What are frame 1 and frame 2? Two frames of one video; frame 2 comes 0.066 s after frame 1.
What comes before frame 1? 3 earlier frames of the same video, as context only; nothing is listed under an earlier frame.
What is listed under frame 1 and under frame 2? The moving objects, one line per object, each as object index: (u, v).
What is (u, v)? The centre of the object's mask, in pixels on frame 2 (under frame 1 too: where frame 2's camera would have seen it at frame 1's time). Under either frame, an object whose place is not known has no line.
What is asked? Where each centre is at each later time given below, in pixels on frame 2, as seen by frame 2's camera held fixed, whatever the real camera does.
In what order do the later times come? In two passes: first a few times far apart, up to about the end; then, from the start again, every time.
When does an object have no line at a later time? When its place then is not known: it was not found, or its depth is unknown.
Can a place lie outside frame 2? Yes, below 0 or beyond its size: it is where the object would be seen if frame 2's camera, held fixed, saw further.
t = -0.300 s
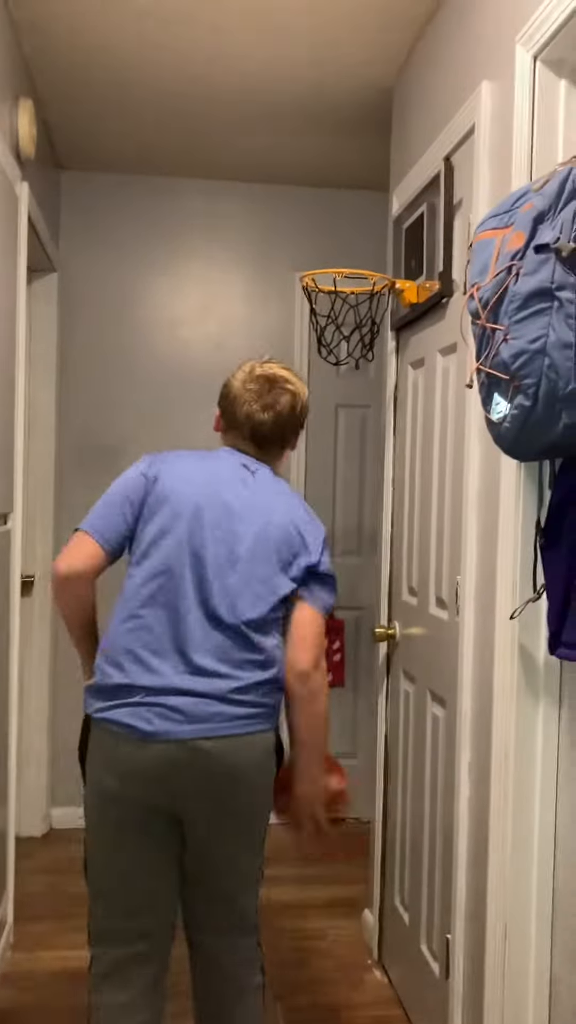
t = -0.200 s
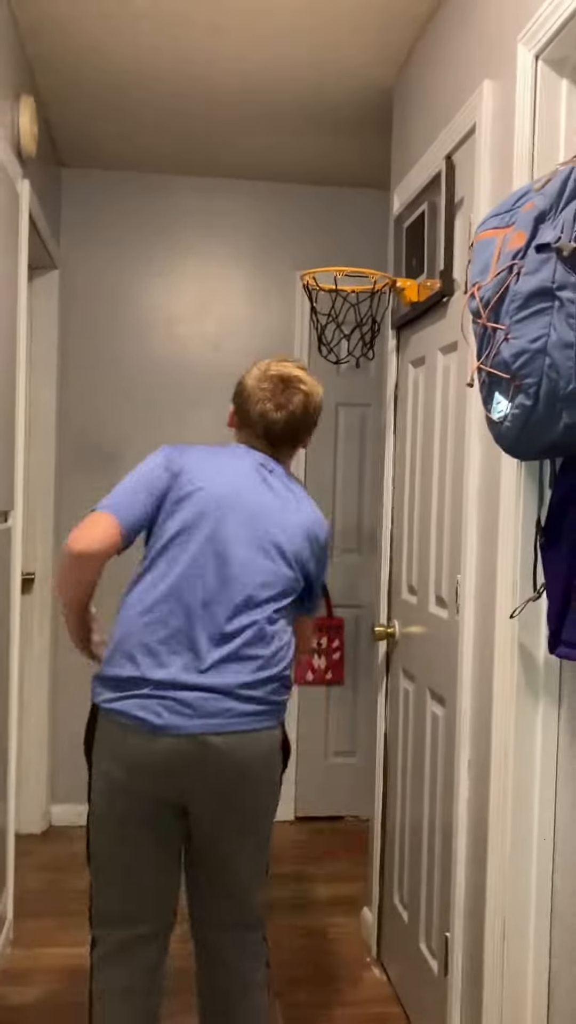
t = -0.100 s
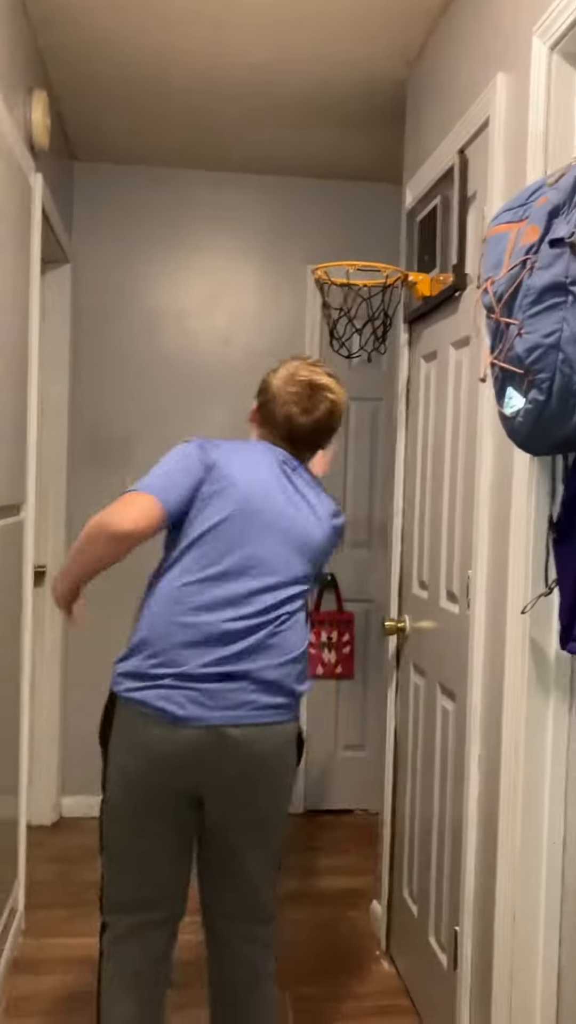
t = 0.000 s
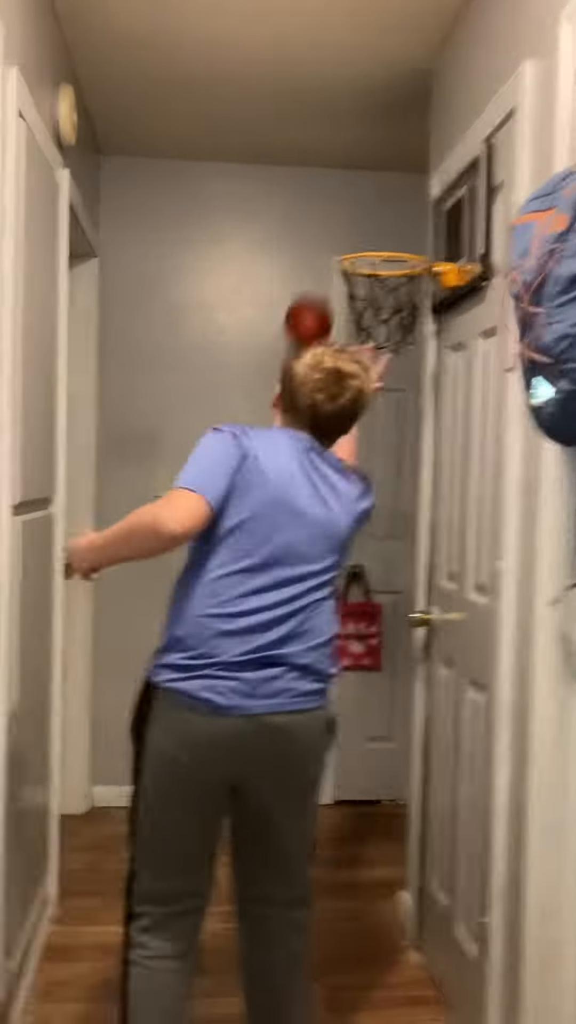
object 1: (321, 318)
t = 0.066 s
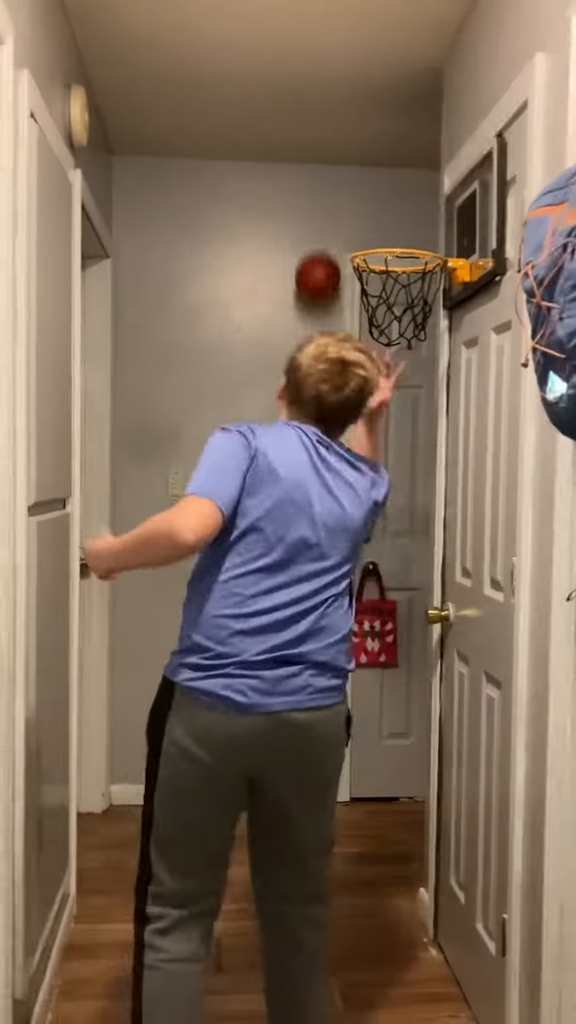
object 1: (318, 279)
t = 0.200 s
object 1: (343, 201)
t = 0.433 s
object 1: (420, 151)
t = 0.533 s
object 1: (429, 163)
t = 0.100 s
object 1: (317, 264)
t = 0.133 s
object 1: (324, 243)
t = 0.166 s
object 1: (334, 219)
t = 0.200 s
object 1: (343, 201)
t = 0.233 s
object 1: (351, 187)
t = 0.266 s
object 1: (361, 174)
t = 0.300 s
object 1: (372, 164)
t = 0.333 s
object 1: (383, 156)
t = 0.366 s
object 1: (394, 150)
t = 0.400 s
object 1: (407, 148)
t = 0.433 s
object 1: (420, 151)
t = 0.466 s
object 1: (432, 158)
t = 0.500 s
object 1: (431, 159)
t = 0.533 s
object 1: (429, 163)
